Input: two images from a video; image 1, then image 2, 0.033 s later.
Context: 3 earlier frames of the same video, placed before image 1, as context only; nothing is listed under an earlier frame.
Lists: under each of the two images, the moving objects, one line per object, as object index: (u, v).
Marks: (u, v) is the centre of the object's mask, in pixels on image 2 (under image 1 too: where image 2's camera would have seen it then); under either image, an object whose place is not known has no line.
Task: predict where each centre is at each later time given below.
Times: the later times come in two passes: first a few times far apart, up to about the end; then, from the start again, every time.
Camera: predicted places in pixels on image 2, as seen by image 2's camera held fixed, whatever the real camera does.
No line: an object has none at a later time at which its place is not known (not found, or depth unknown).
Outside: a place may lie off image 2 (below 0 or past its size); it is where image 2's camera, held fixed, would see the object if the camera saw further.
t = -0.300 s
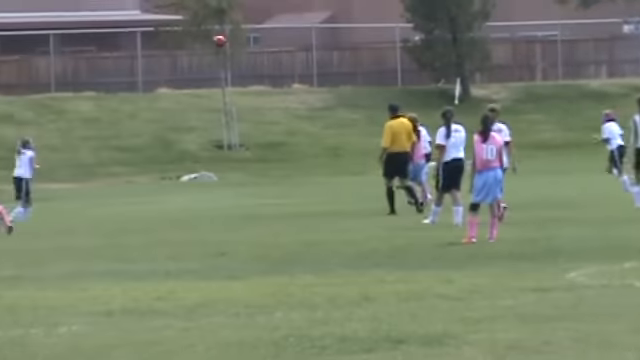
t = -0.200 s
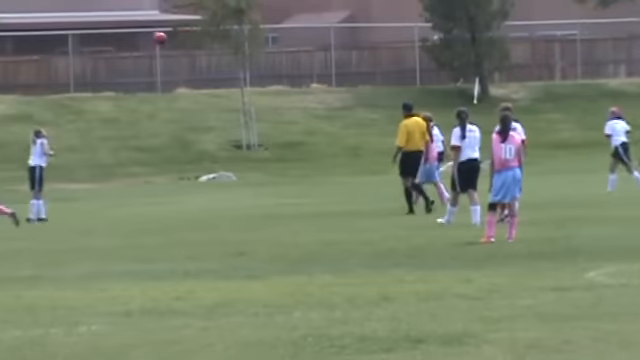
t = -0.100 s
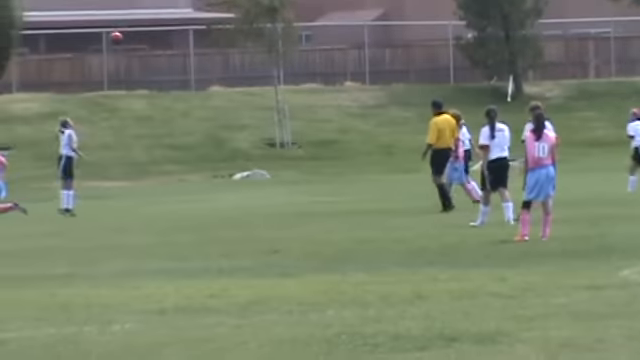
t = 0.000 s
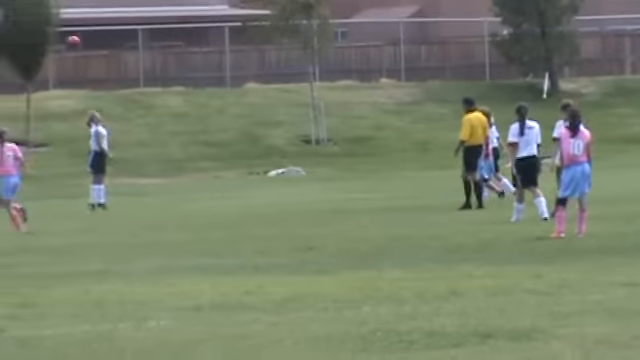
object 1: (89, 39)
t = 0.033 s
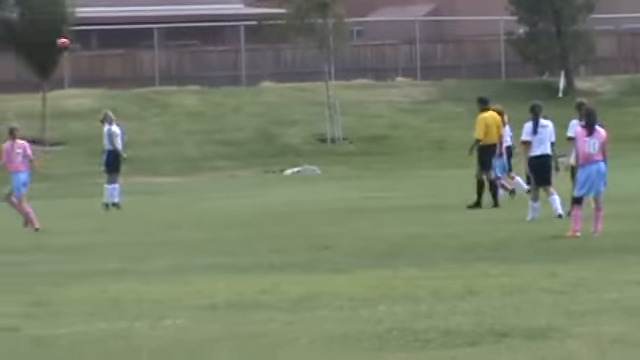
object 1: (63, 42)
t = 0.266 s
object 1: (-128, 83)
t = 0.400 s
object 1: (-243, 120)
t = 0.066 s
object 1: (36, 46)
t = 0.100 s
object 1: (9, 51)
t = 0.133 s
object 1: (-18, 56)
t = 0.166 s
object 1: (-45, 62)
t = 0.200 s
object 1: (-73, 69)
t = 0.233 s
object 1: (-101, 75)
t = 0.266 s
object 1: (-128, 83)
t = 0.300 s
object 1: (-156, 91)
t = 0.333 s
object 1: (-185, 101)
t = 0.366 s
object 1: (-213, 110)
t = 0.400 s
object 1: (-243, 120)
